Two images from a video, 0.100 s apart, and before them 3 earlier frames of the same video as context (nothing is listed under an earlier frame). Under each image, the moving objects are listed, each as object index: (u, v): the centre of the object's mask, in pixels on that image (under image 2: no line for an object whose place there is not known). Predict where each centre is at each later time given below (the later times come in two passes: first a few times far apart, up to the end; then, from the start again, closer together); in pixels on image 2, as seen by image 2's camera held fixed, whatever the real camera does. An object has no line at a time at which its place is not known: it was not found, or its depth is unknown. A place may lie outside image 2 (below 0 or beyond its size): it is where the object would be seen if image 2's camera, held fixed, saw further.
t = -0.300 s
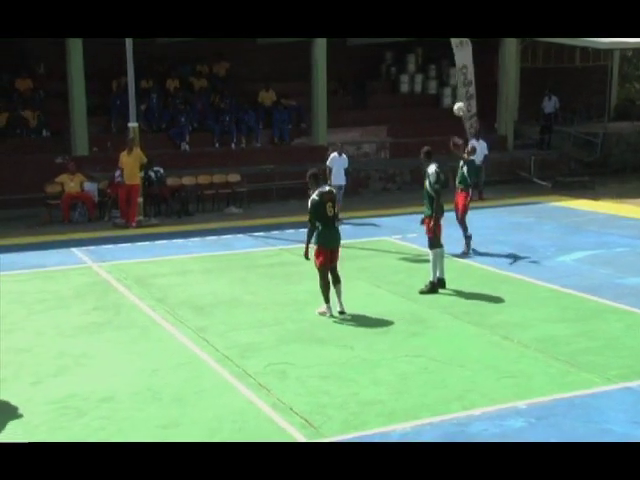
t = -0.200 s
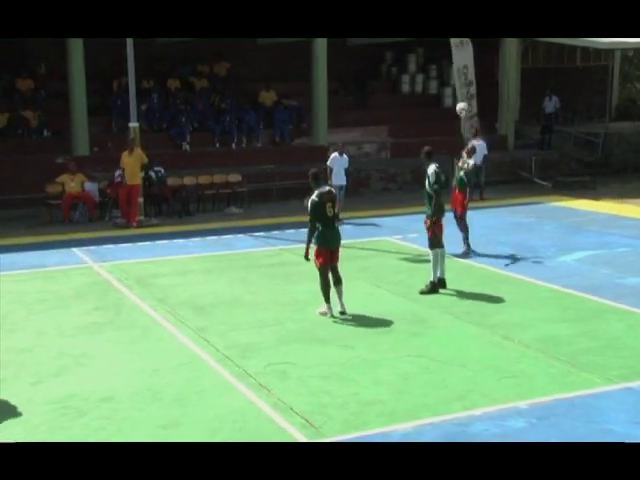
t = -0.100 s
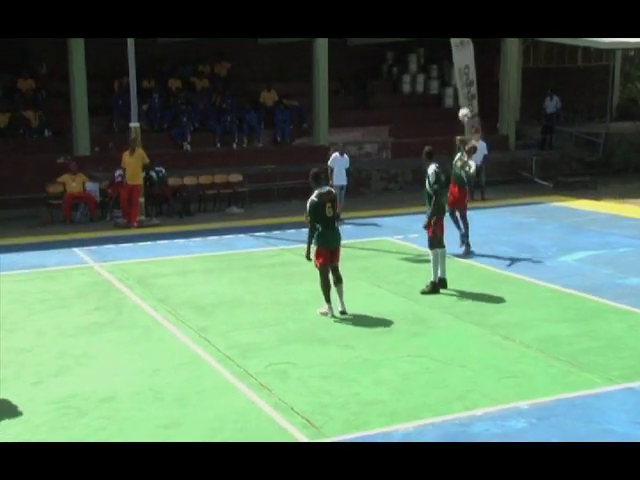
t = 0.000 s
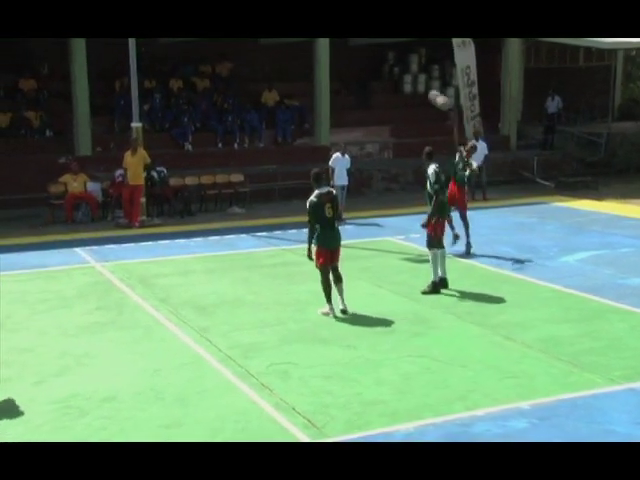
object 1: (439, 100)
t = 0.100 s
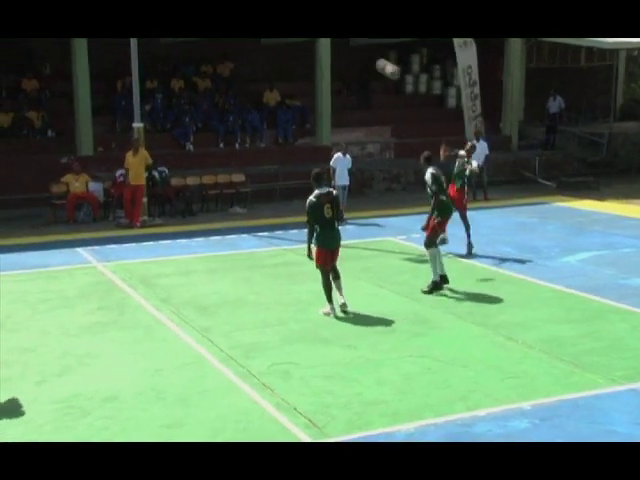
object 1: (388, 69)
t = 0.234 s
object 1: (310, 37)
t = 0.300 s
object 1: (270, 25)
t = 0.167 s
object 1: (350, 51)
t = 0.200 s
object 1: (330, 42)
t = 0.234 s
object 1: (310, 37)
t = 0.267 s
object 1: (290, 31)
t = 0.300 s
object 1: (270, 25)
